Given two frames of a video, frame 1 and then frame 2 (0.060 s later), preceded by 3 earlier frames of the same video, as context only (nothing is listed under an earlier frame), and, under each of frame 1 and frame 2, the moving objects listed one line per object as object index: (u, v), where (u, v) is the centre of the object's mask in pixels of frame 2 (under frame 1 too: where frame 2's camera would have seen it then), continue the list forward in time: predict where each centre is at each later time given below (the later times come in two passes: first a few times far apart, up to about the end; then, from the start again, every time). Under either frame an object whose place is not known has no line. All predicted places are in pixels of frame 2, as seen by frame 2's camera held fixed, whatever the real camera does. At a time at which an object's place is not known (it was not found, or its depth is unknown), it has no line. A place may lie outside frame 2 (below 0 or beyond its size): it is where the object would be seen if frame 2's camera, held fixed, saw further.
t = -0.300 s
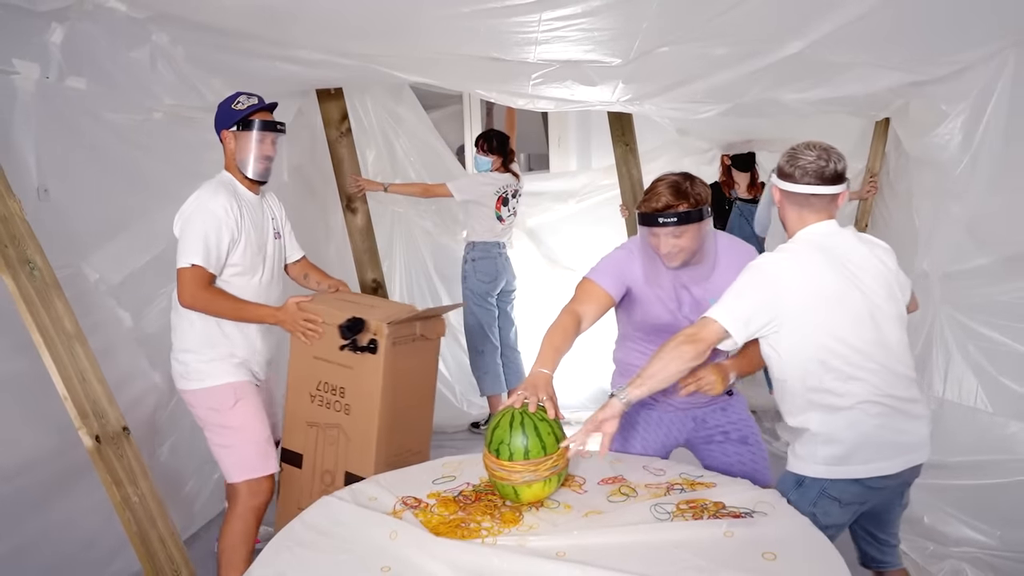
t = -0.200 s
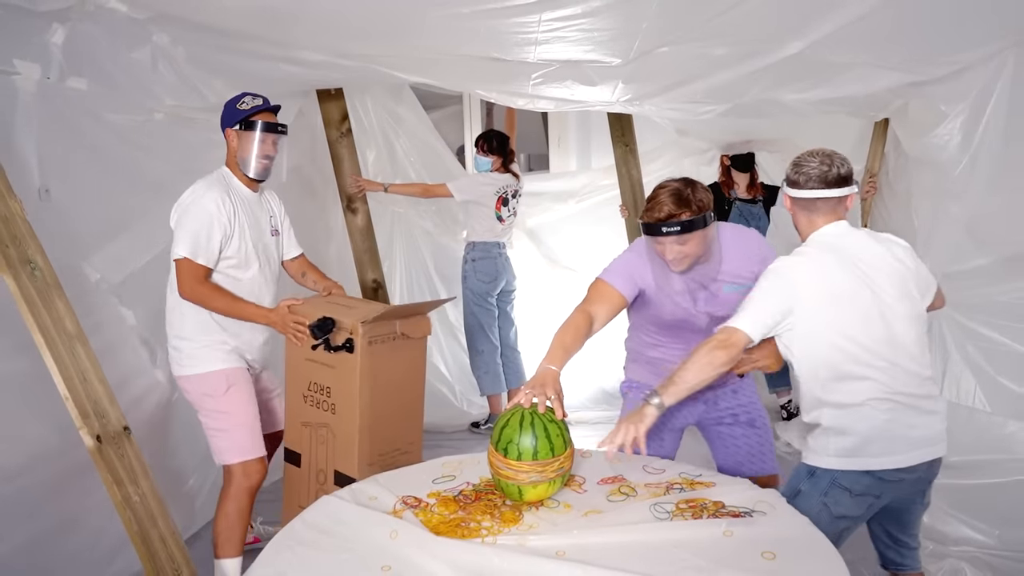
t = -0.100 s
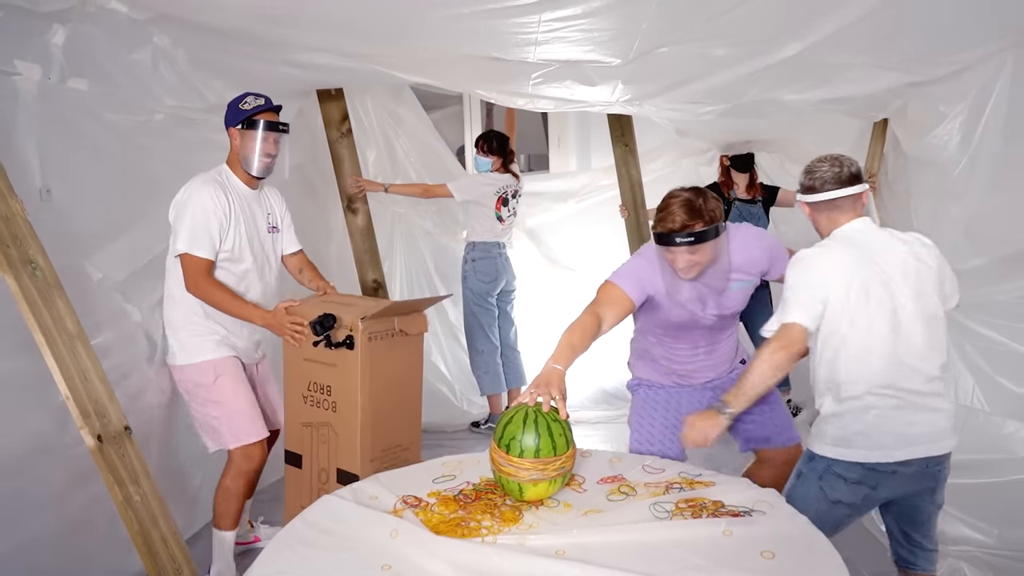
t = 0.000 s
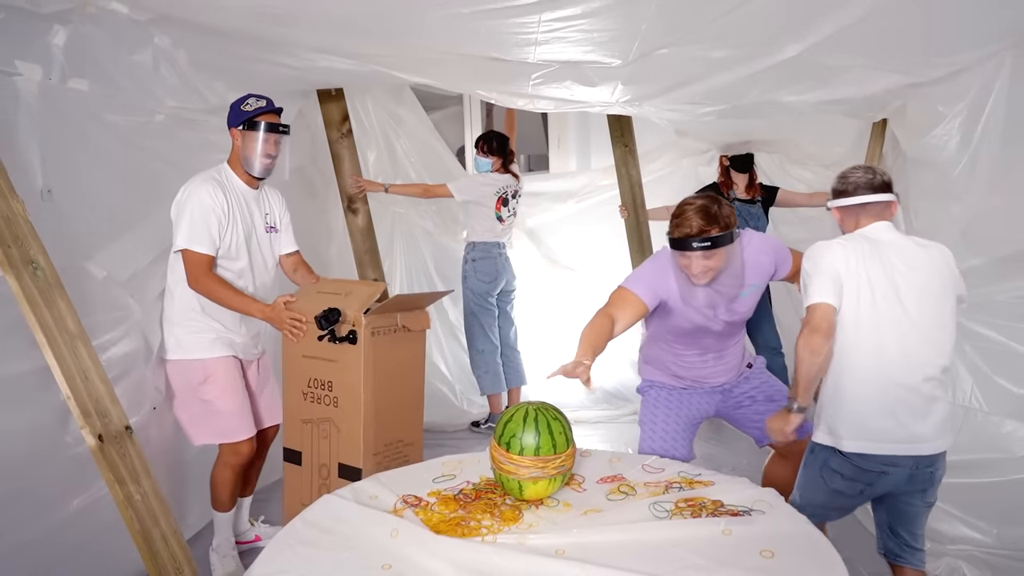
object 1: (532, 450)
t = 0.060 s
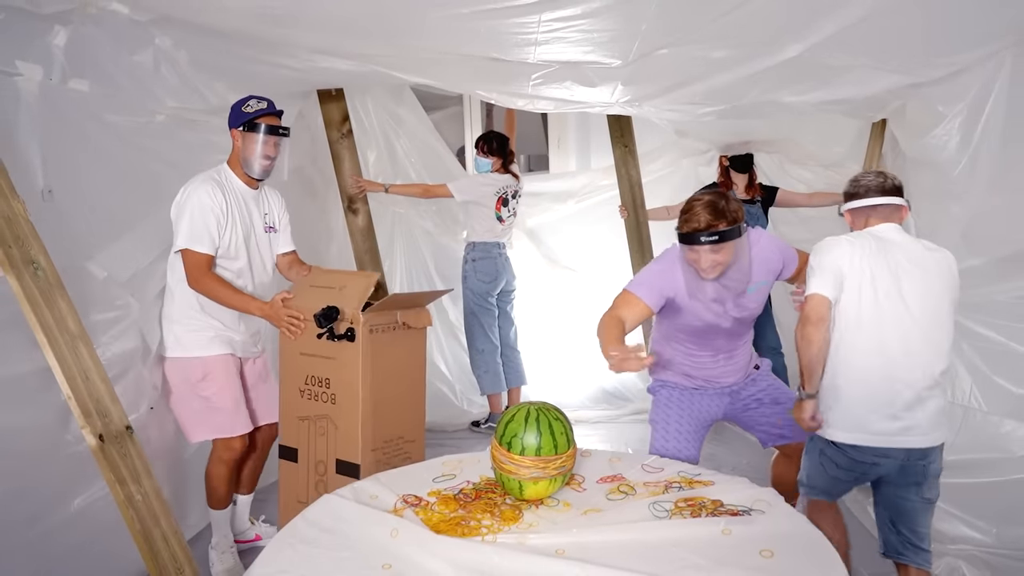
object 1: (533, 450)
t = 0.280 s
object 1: (540, 453)
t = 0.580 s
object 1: (570, 471)
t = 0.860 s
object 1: (600, 480)
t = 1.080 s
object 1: (603, 481)
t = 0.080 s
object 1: (533, 450)
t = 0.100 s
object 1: (534, 450)
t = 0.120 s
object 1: (534, 451)
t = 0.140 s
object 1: (535, 451)
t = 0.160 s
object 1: (536, 451)
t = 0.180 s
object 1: (536, 451)
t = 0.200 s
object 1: (537, 452)
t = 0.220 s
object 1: (538, 452)
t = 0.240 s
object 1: (538, 453)
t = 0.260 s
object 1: (539, 453)
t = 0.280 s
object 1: (540, 453)
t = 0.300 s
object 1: (541, 454)
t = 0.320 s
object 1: (542, 454)
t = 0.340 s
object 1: (543, 455)
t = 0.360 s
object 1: (545, 456)
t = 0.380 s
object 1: (546, 456)
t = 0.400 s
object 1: (548, 457)
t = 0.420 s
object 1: (550, 458)
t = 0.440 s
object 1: (552, 459)
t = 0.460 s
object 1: (554, 461)
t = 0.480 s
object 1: (557, 462)
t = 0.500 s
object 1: (559, 464)
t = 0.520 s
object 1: (562, 465)
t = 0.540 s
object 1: (564, 467)
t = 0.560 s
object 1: (567, 469)
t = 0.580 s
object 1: (570, 471)
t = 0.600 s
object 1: (572, 474)
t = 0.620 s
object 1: (575, 475)
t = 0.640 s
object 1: (578, 476)
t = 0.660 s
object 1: (580, 477)
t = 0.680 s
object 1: (583, 478)
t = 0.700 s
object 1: (585, 479)
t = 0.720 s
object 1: (588, 479)
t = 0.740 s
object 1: (590, 479)
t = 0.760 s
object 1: (592, 480)
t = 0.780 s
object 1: (594, 480)
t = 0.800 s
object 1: (595, 480)
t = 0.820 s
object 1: (597, 480)
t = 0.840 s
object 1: (598, 480)
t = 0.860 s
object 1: (600, 480)
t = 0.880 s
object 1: (601, 480)
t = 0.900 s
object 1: (602, 481)
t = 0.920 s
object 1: (602, 481)
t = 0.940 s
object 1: (603, 481)
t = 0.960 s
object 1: (603, 481)
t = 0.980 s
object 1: (604, 481)
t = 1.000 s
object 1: (604, 481)
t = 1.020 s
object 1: (604, 481)
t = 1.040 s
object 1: (604, 481)
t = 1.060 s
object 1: (603, 481)
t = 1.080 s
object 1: (603, 481)
